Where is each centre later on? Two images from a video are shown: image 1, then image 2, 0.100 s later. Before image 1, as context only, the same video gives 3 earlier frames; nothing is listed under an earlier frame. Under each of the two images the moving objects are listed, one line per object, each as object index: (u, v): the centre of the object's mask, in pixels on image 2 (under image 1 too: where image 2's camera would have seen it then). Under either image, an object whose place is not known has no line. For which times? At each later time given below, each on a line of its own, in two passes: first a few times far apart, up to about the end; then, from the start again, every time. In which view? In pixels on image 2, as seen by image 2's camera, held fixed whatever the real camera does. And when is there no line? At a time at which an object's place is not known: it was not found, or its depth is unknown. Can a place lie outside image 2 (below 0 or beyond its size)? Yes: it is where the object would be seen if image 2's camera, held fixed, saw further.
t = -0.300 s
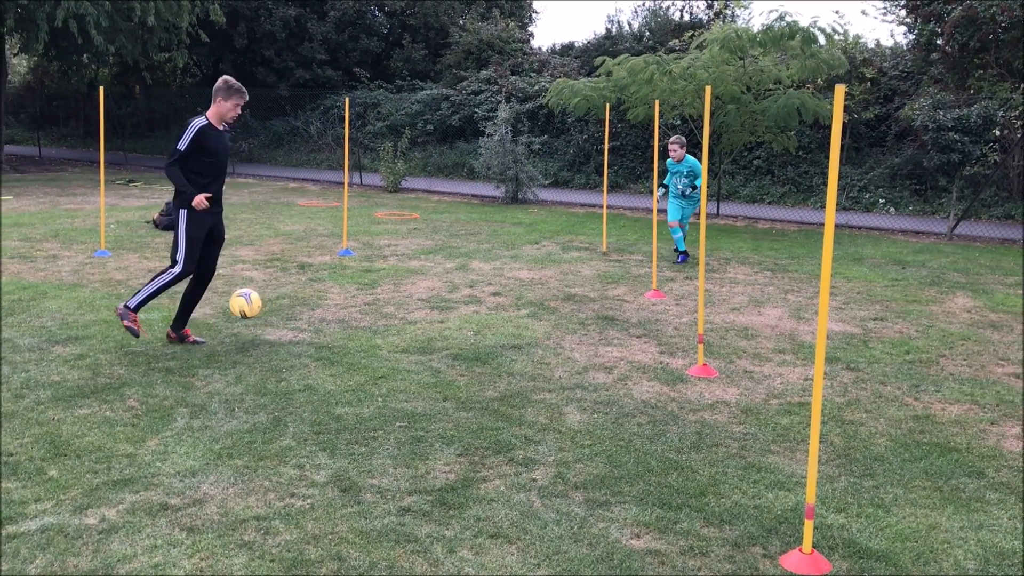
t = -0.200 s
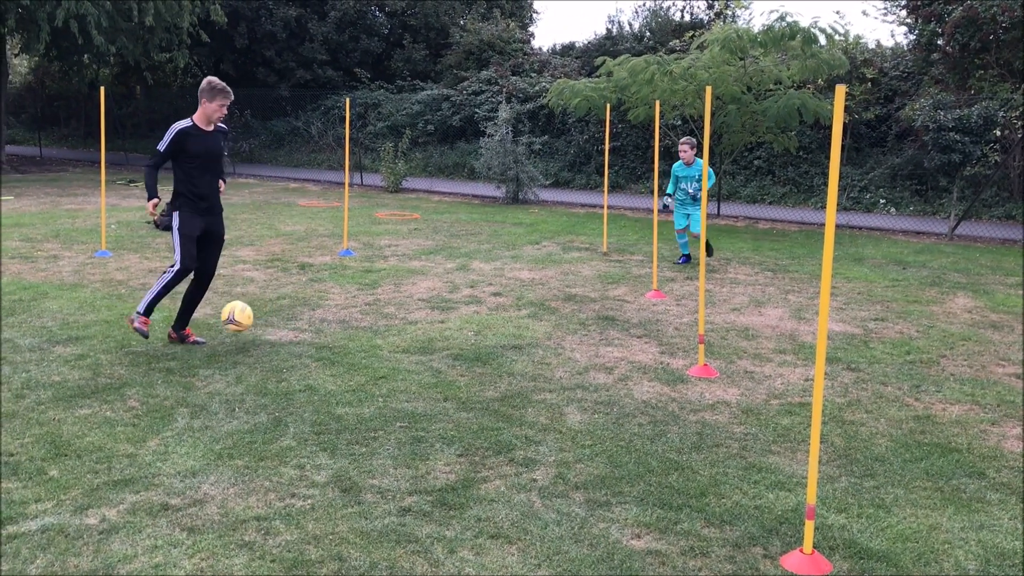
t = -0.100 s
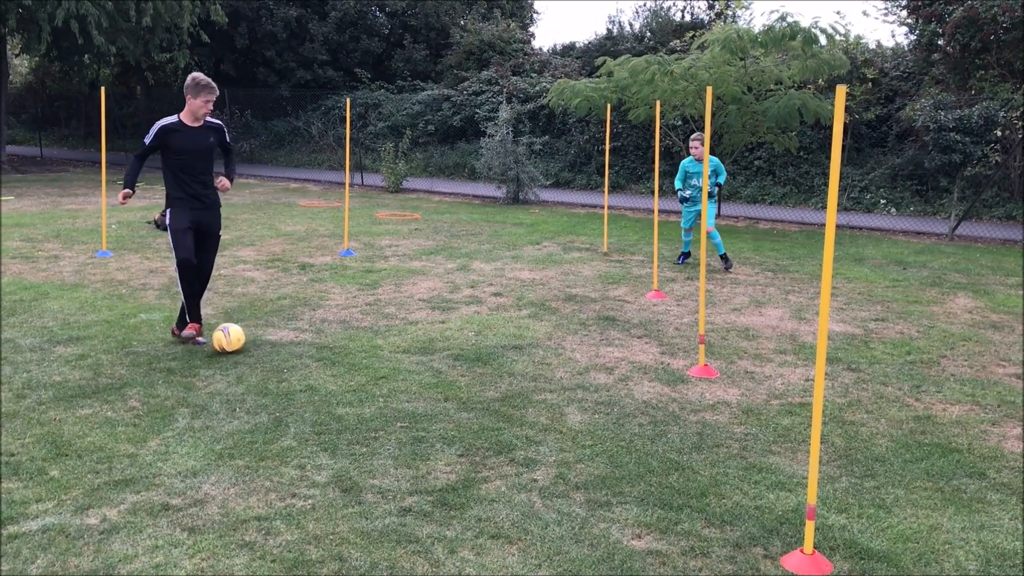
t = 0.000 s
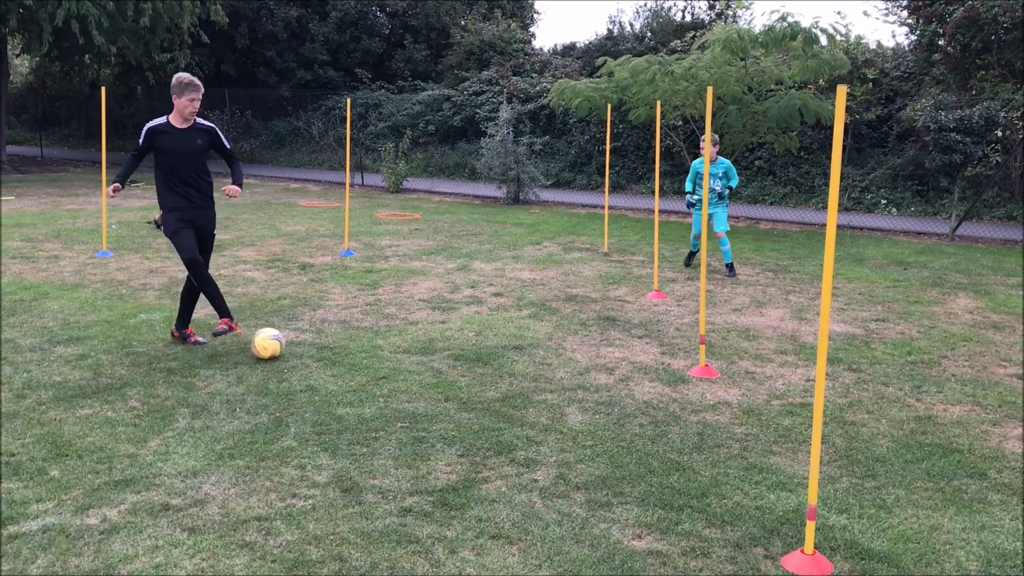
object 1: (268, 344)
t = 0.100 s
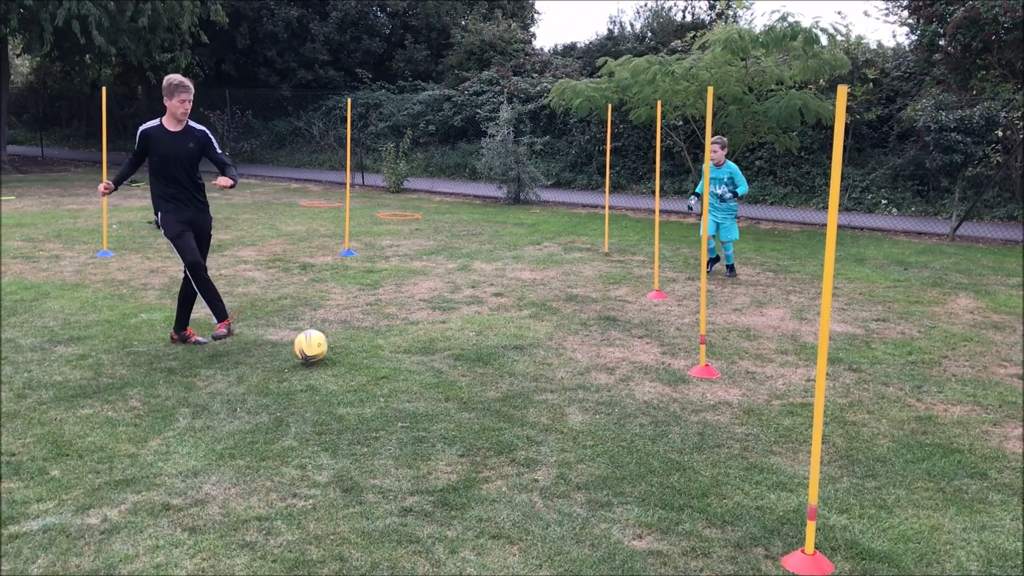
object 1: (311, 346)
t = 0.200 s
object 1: (350, 353)
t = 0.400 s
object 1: (418, 361)
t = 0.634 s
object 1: (497, 371)
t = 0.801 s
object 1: (552, 377)
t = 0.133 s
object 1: (325, 349)
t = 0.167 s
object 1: (339, 353)
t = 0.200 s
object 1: (350, 353)
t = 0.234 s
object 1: (361, 354)
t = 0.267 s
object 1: (373, 355)
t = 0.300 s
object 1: (384, 358)
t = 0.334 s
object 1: (396, 360)
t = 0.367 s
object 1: (407, 360)
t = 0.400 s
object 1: (418, 361)
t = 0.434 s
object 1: (429, 363)
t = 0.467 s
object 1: (440, 365)
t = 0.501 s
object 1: (451, 364)
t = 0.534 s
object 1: (463, 365)
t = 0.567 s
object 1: (475, 368)
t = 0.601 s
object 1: (486, 369)
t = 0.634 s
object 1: (497, 371)
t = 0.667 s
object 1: (508, 372)
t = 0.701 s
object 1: (519, 375)
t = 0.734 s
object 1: (530, 375)
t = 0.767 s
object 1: (541, 375)
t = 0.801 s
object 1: (552, 377)
